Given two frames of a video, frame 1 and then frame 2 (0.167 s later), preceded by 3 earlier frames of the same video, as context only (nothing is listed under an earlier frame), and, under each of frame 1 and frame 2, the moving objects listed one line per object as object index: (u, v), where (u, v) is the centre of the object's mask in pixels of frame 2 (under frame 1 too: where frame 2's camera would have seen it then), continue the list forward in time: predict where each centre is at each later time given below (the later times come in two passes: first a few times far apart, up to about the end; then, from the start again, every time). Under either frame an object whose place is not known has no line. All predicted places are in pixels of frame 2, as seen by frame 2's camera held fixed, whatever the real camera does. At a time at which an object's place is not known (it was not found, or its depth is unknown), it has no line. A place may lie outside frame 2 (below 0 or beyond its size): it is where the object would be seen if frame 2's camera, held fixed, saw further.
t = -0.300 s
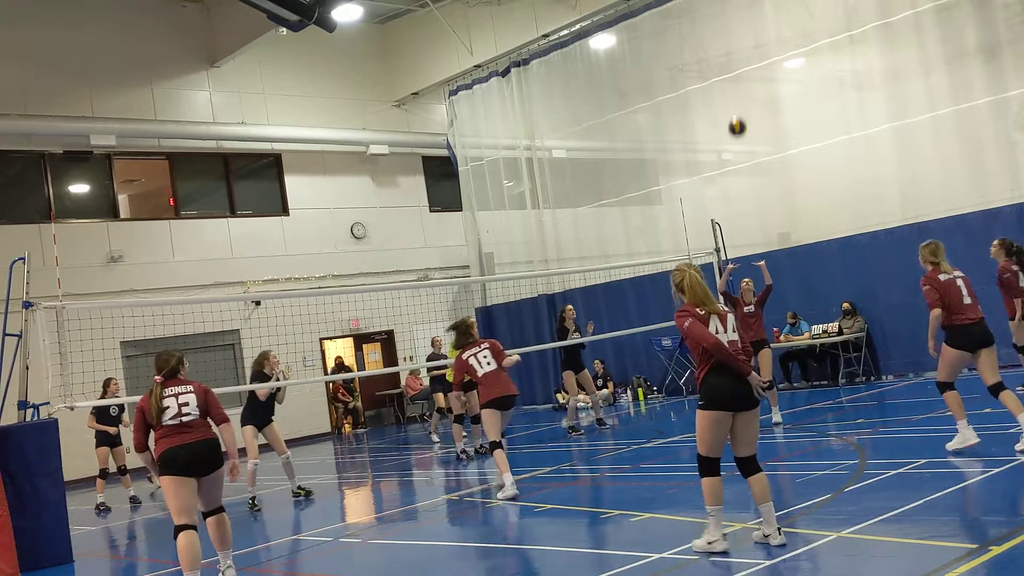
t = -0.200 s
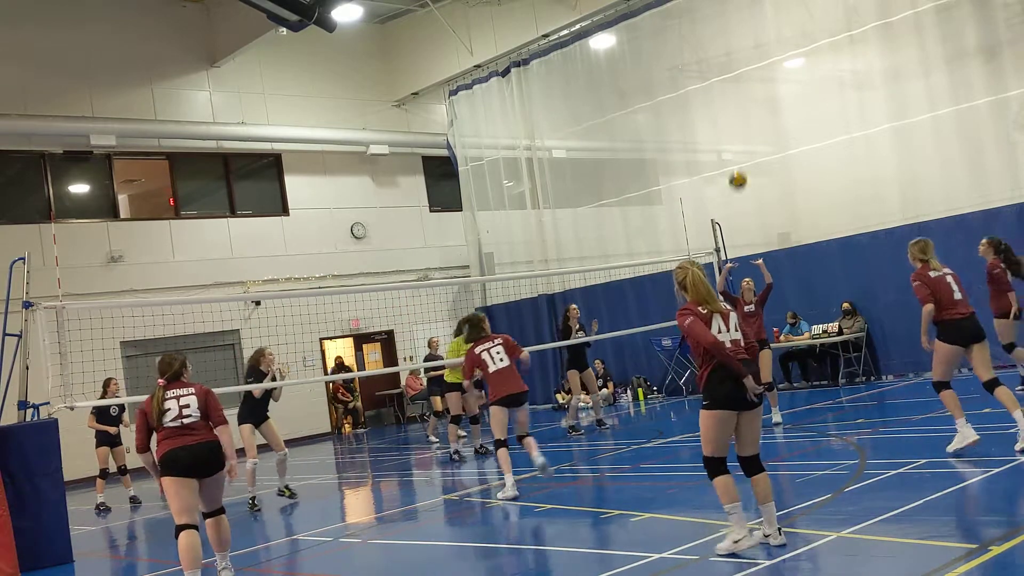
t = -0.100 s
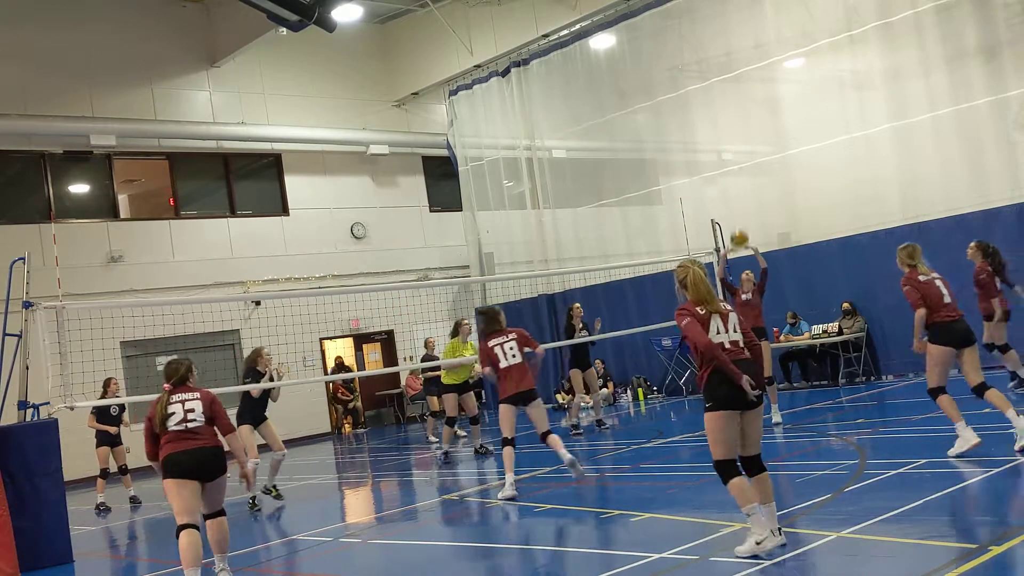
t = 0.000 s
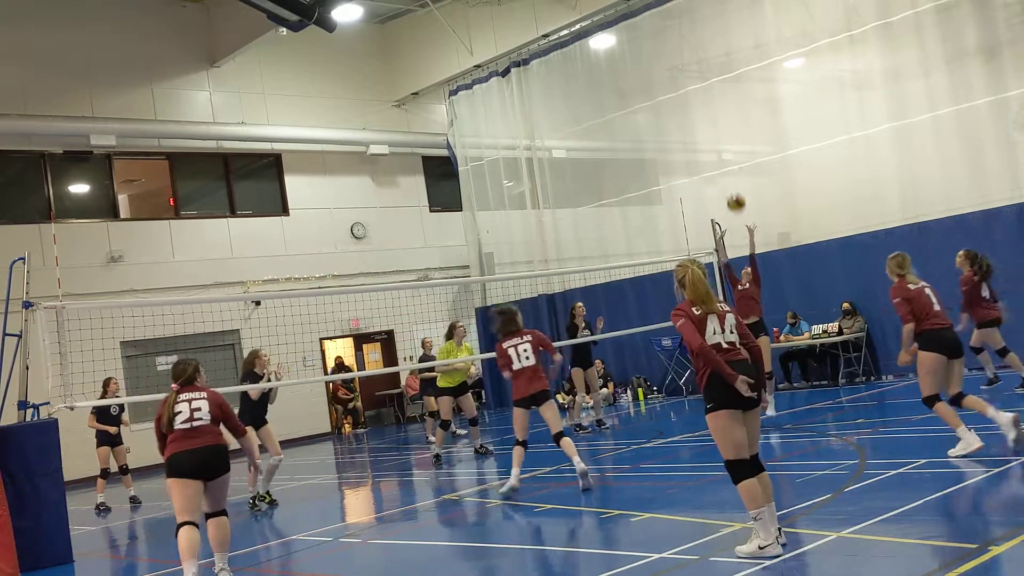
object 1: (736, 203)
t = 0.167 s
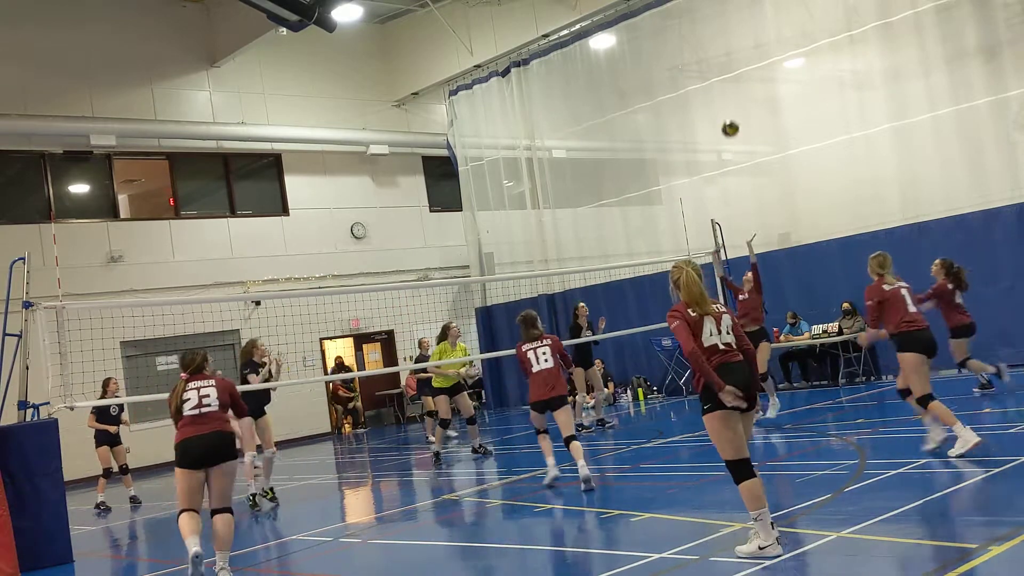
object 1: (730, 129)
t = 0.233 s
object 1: (729, 106)
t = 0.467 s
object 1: (730, 60)
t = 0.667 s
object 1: (736, 56)
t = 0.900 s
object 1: (749, 88)
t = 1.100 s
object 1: (764, 146)
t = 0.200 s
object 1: (729, 117)
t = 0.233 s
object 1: (729, 106)
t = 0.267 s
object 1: (729, 96)
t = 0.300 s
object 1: (728, 88)
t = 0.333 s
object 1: (728, 80)
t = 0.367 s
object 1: (729, 73)
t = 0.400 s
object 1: (729, 68)
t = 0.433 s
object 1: (730, 63)
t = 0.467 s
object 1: (730, 60)
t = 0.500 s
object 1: (731, 57)
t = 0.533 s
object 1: (732, 55)
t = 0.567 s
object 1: (733, 54)
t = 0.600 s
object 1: (734, 53)
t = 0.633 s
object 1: (735, 54)
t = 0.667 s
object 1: (736, 56)
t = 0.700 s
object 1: (738, 58)
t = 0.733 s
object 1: (739, 61)
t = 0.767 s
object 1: (741, 64)
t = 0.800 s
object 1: (743, 69)
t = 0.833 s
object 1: (745, 75)
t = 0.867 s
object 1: (747, 81)
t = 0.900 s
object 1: (749, 88)
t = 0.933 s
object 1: (751, 96)
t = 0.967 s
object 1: (753, 104)
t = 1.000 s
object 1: (756, 114)
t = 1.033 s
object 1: (759, 124)
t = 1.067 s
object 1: (761, 135)
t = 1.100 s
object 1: (764, 146)
